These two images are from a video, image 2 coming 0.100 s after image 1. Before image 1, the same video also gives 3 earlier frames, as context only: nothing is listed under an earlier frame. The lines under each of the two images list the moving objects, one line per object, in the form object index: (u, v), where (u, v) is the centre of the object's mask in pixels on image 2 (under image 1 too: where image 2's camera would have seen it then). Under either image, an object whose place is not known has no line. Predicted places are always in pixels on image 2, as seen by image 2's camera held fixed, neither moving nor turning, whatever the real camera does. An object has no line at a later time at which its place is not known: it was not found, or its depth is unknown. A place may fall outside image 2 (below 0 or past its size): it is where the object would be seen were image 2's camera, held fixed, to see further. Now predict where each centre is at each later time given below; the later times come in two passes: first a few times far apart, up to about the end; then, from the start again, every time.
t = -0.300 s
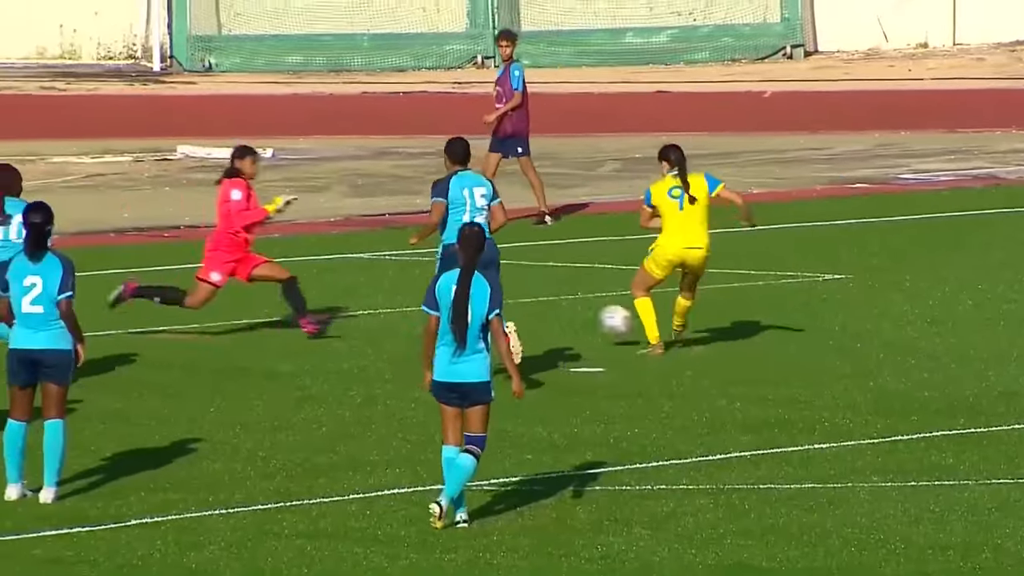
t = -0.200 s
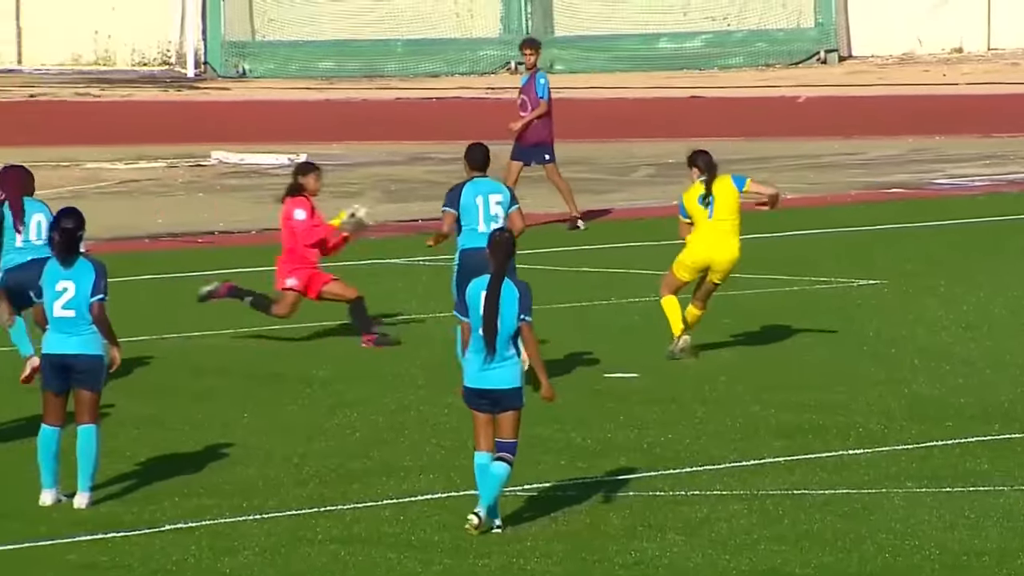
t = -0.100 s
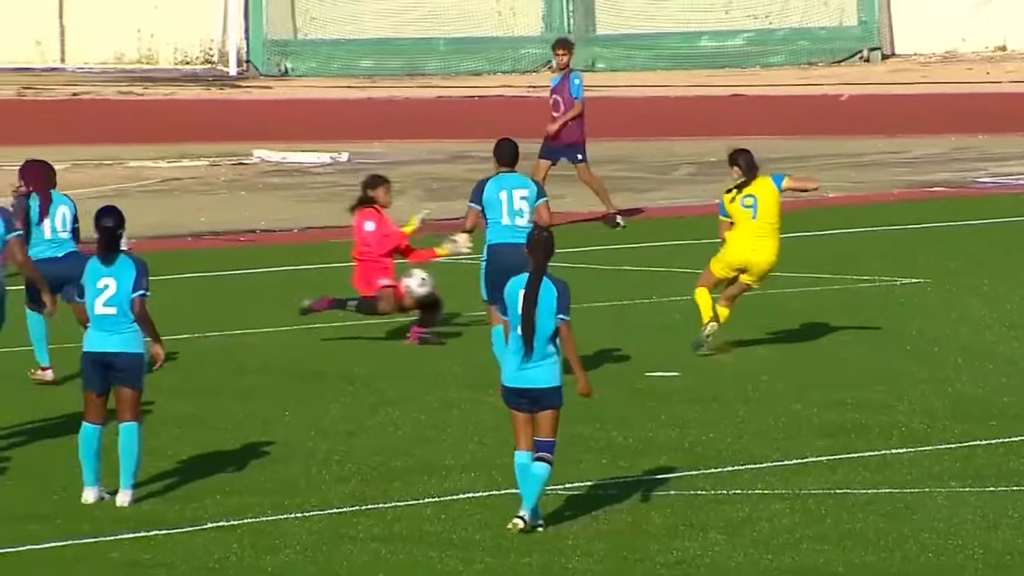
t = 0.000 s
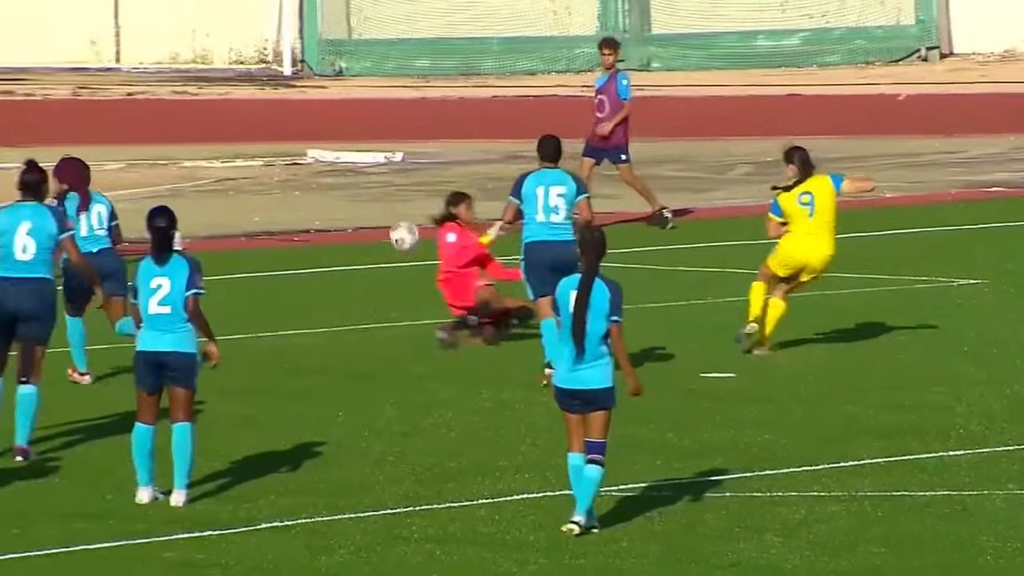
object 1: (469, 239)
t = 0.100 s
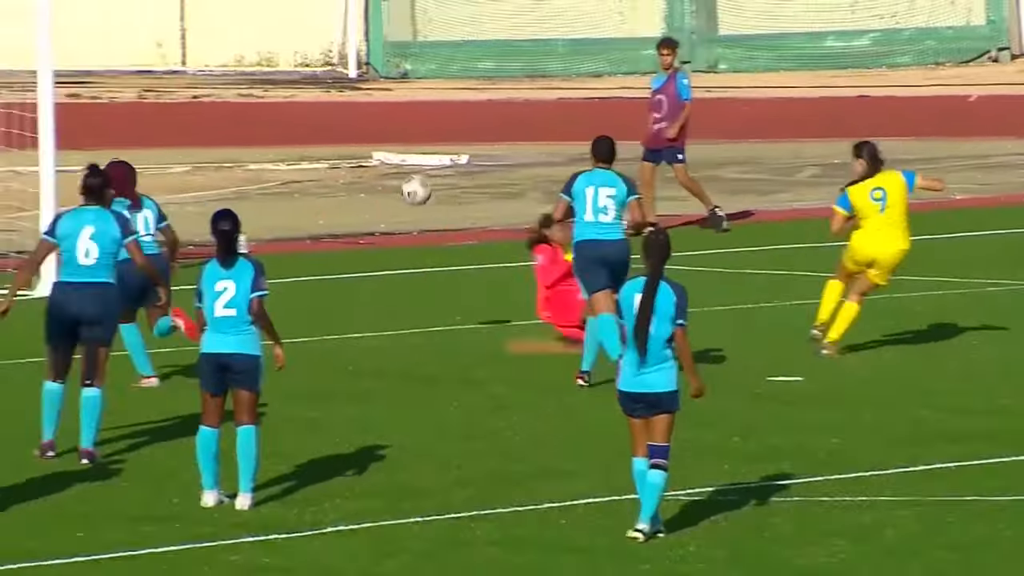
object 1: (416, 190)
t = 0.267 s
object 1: (328, 117)
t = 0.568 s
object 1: (176, 20)
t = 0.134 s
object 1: (399, 173)
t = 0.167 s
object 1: (382, 159)
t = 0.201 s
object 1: (364, 144)
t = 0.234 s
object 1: (346, 131)
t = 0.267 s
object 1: (328, 117)
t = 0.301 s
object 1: (311, 105)
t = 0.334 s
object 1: (296, 92)
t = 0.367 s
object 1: (277, 80)
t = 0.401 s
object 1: (260, 69)
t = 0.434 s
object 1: (243, 58)
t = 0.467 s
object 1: (226, 48)
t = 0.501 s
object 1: (209, 38)
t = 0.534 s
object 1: (192, 28)
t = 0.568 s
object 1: (176, 20)
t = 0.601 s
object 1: (160, 11)
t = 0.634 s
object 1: (143, 2)
